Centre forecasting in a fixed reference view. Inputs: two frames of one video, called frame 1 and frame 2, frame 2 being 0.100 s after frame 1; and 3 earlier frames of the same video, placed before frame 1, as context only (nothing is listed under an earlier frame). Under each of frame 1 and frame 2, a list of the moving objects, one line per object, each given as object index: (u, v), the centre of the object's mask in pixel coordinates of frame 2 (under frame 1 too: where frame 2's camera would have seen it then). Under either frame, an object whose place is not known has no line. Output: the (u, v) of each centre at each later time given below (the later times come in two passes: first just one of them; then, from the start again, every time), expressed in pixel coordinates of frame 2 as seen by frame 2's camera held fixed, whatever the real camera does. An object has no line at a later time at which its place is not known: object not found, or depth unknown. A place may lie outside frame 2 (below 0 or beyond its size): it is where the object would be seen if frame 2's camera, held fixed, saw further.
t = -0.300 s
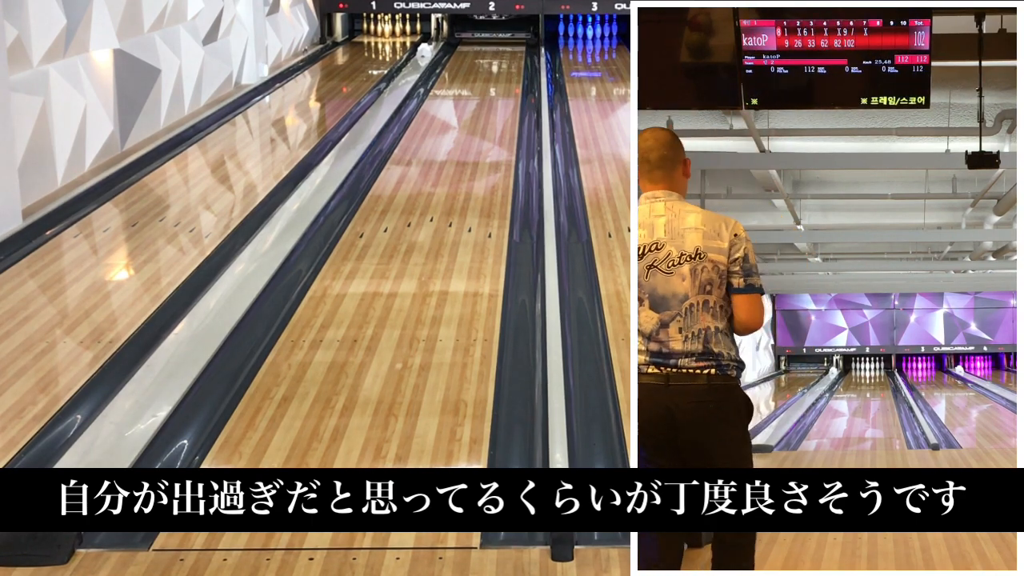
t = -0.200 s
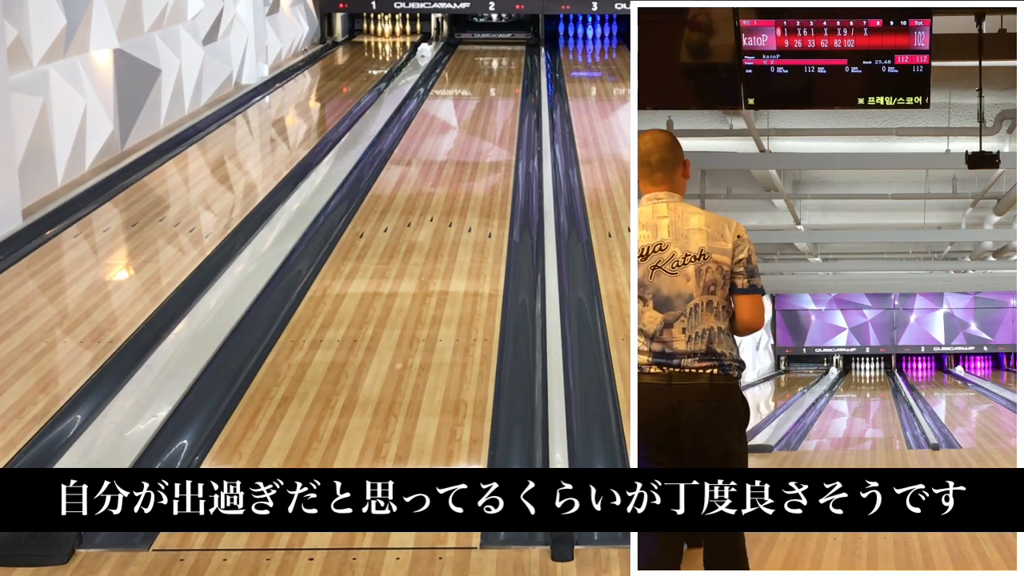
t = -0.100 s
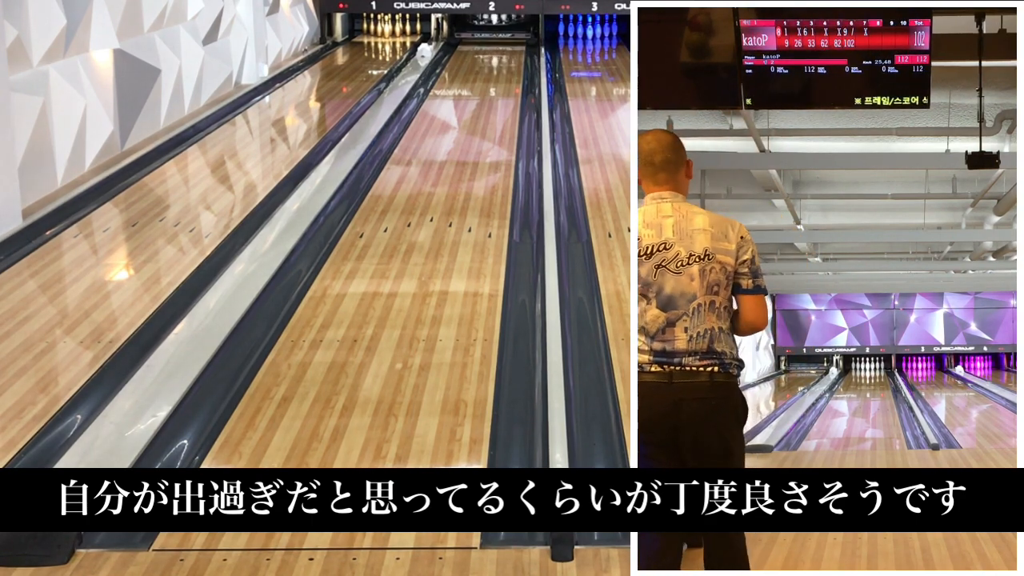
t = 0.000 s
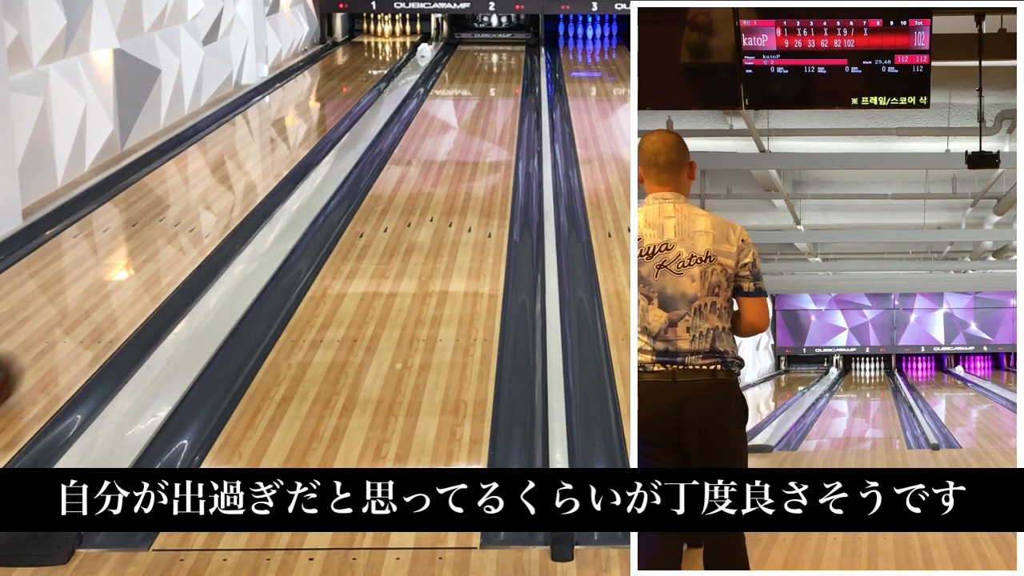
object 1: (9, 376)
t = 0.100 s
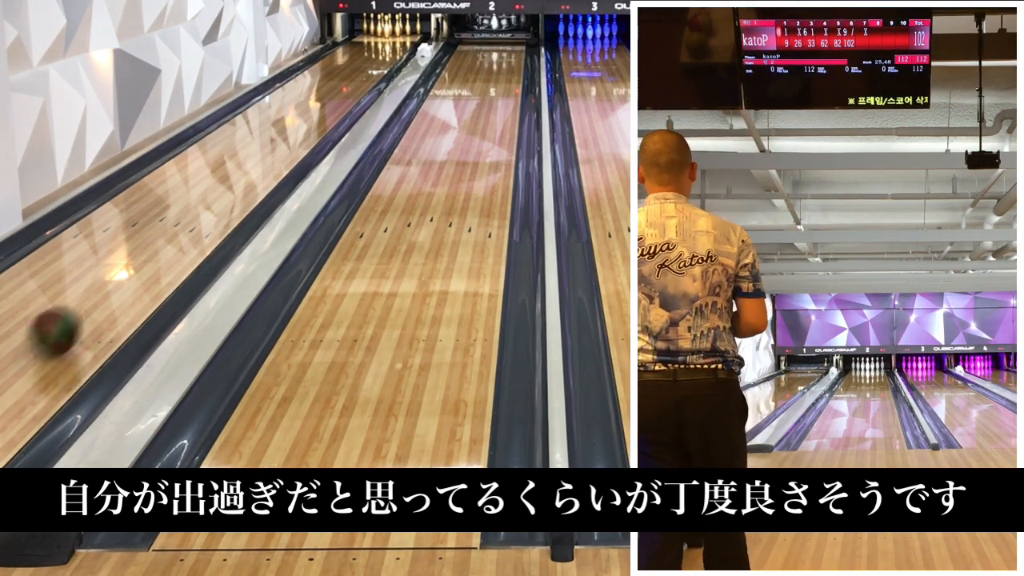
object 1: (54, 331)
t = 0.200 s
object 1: (105, 292)
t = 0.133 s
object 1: (73, 317)
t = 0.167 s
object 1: (90, 303)
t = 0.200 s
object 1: (105, 292)
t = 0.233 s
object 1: (121, 279)
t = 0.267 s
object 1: (137, 267)
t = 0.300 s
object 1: (147, 257)
